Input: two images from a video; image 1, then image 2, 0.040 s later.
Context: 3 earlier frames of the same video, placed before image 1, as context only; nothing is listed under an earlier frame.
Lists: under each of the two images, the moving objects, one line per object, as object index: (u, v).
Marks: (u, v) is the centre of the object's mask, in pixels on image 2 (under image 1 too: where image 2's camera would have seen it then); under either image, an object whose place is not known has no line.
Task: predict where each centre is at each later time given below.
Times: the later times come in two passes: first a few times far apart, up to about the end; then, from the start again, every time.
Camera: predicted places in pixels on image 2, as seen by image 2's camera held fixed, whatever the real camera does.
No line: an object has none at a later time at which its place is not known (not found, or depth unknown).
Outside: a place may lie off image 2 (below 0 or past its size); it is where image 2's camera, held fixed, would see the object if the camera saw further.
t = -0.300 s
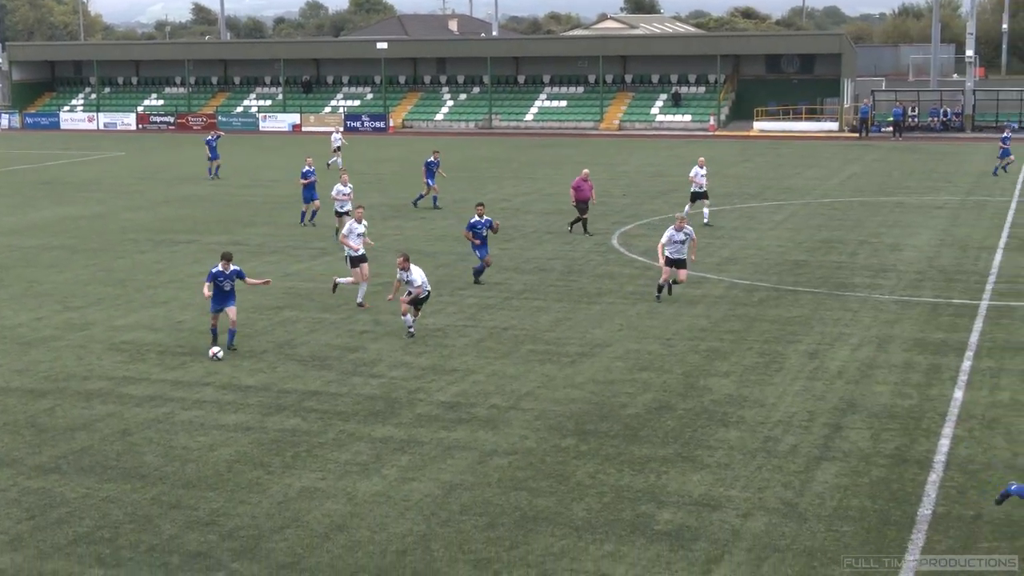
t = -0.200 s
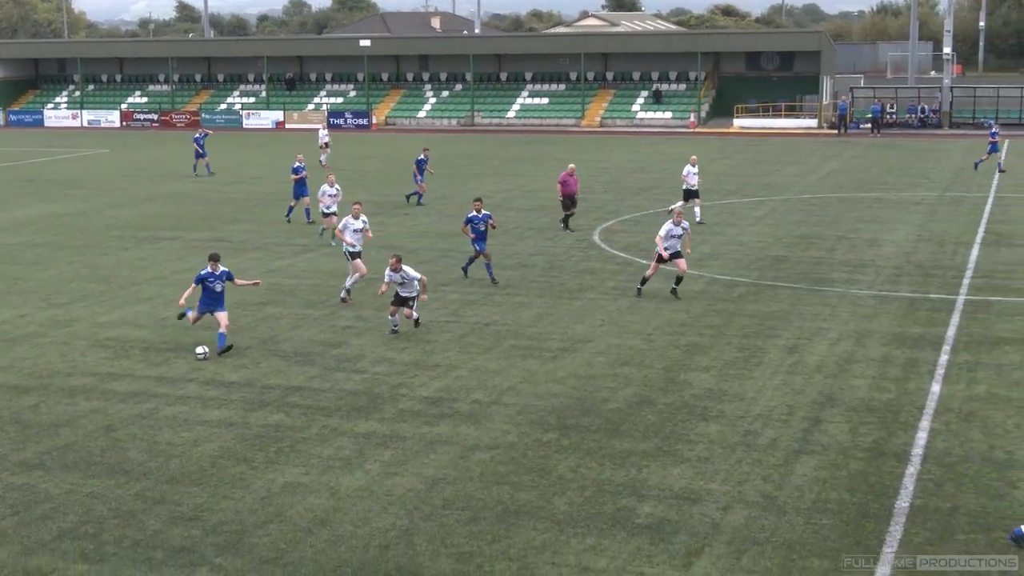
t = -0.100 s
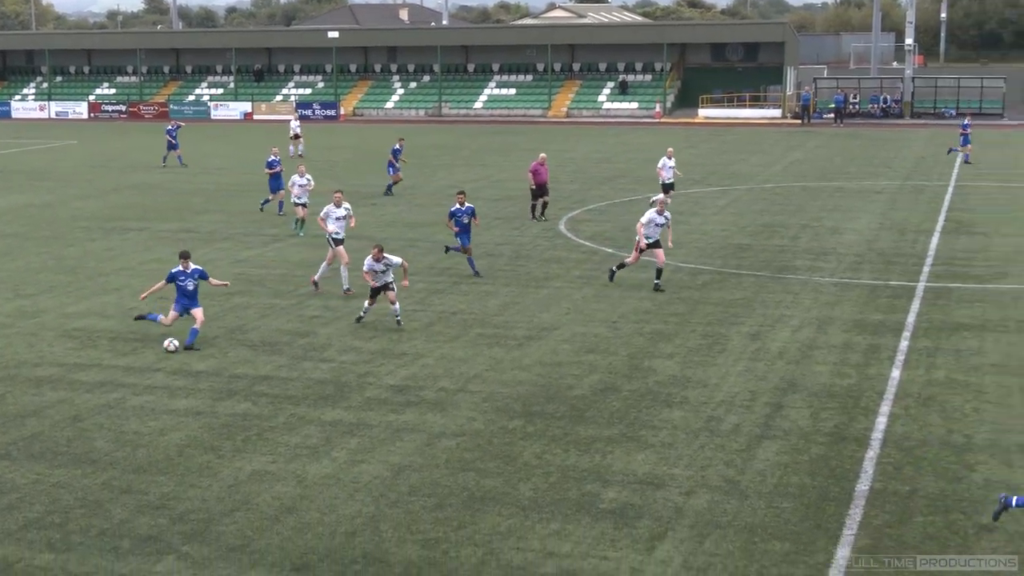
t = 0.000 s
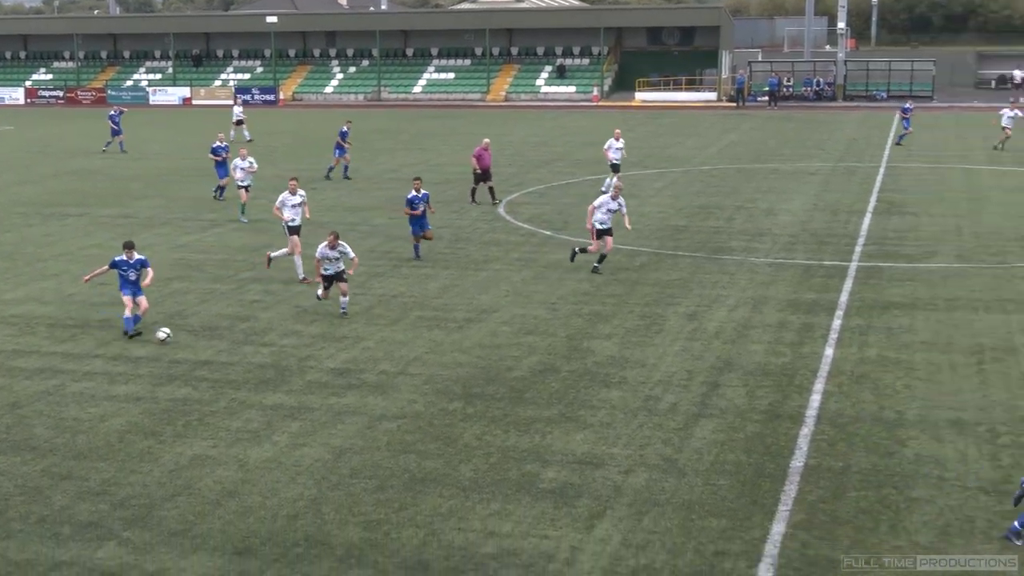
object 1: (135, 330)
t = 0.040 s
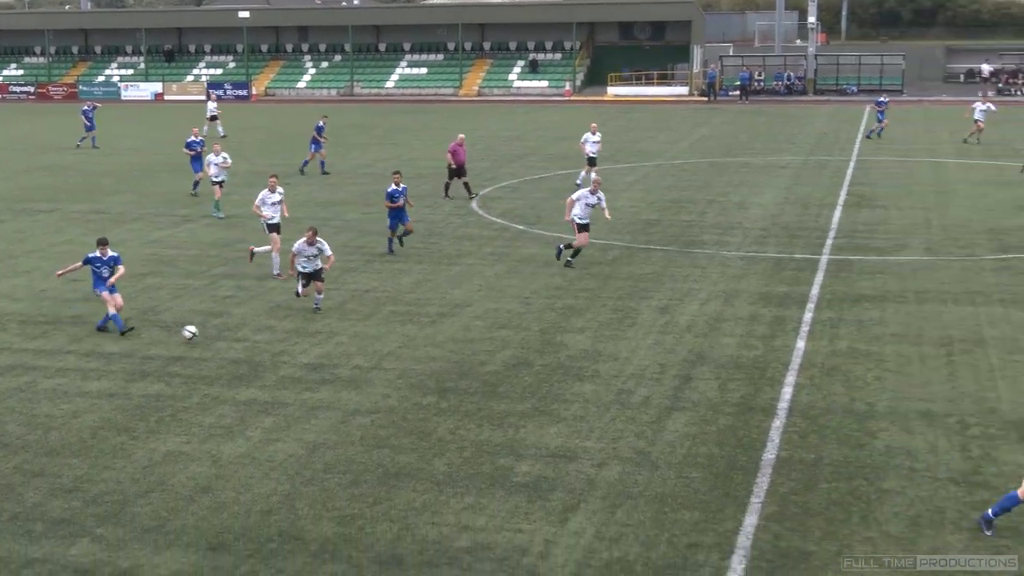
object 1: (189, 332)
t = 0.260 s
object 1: (500, 354)
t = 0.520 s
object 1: (898, 373)
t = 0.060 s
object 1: (217, 333)
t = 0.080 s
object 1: (245, 335)
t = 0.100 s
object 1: (273, 337)
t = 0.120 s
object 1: (300, 339)
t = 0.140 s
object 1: (328, 341)
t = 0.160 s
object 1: (357, 343)
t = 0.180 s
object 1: (386, 345)
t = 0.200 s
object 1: (415, 349)
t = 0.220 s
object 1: (443, 352)
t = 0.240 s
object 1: (472, 353)
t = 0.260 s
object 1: (500, 354)
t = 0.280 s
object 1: (528, 354)
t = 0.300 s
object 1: (557, 355)
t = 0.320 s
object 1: (586, 356)
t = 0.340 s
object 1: (615, 357)
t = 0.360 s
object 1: (645, 359)
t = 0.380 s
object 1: (675, 361)
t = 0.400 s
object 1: (707, 362)
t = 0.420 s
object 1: (738, 365)
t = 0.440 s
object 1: (769, 367)
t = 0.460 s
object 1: (802, 369)
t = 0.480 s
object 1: (834, 372)
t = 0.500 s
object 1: (866, 373)
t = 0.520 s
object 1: (898, 373)
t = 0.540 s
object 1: (931, 375)
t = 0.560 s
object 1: (964, 377)
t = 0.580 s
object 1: (998, 380)
